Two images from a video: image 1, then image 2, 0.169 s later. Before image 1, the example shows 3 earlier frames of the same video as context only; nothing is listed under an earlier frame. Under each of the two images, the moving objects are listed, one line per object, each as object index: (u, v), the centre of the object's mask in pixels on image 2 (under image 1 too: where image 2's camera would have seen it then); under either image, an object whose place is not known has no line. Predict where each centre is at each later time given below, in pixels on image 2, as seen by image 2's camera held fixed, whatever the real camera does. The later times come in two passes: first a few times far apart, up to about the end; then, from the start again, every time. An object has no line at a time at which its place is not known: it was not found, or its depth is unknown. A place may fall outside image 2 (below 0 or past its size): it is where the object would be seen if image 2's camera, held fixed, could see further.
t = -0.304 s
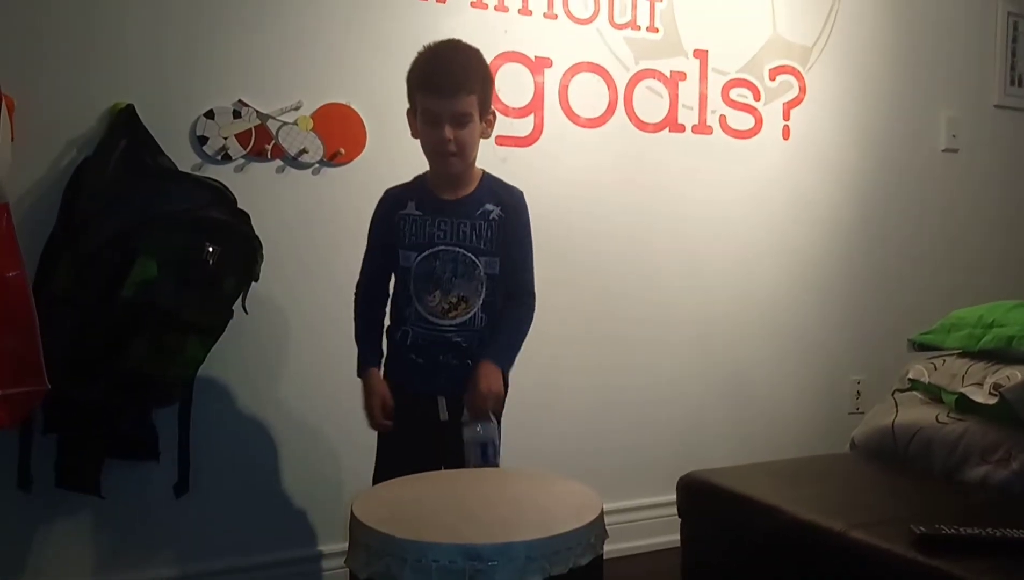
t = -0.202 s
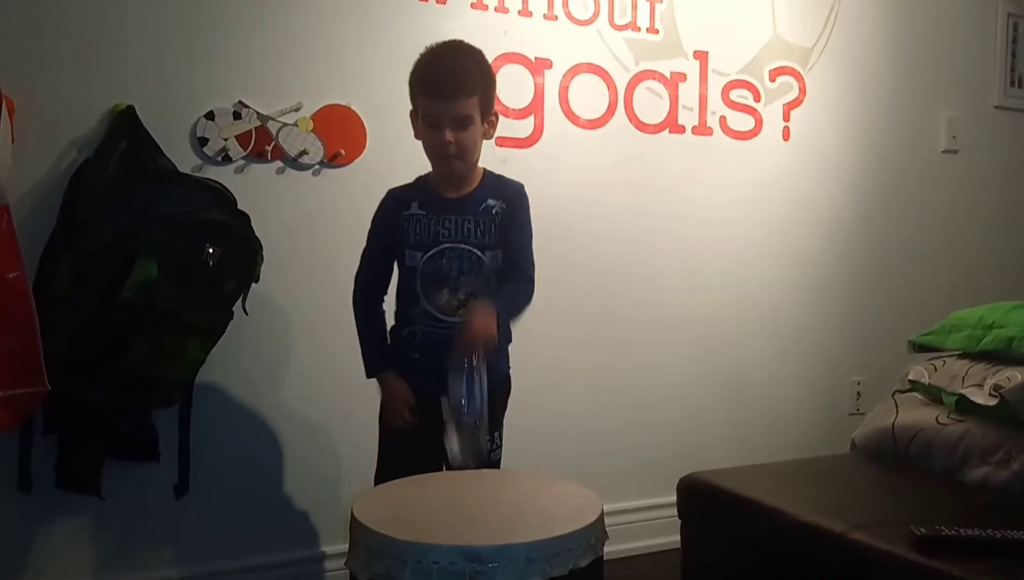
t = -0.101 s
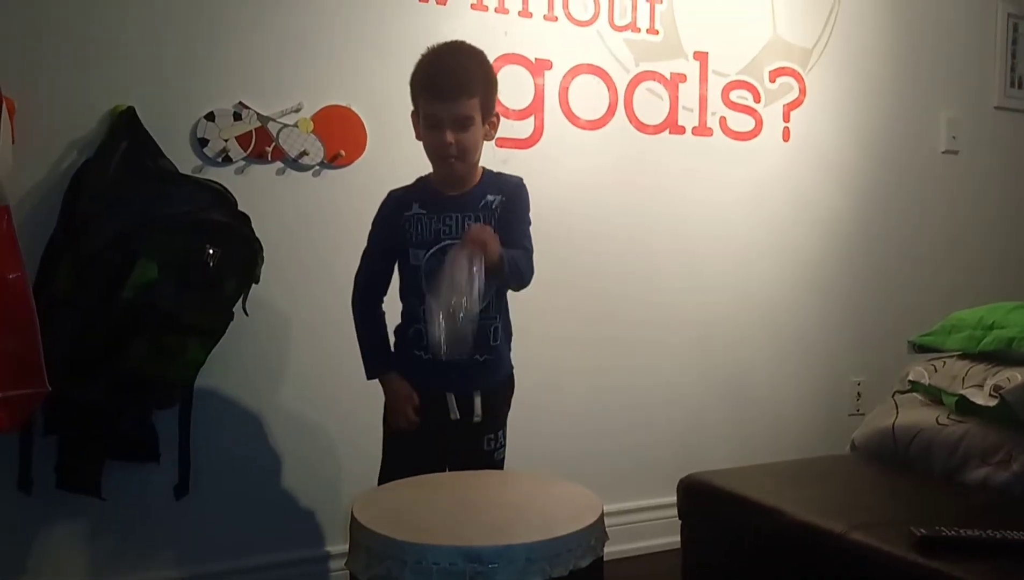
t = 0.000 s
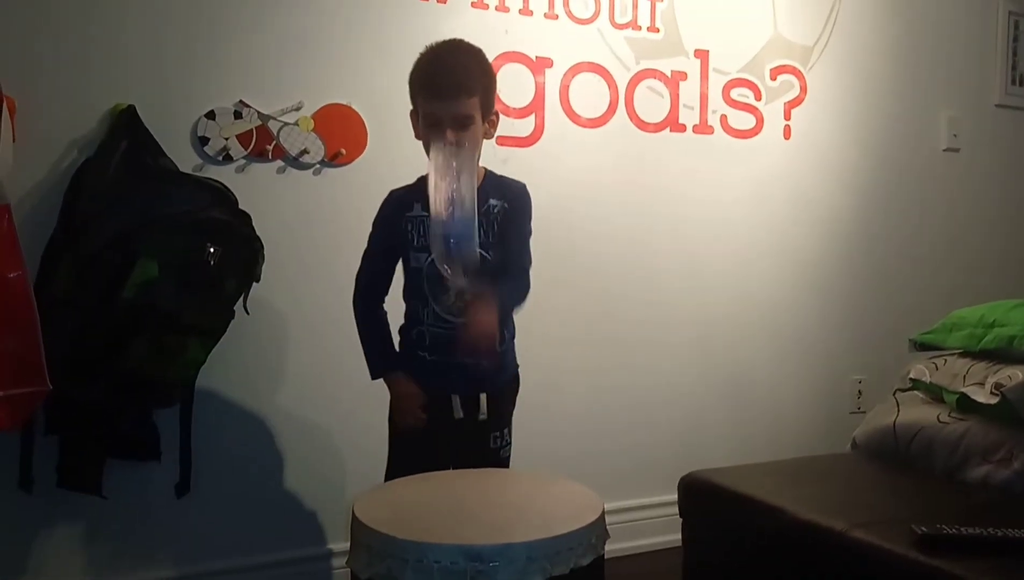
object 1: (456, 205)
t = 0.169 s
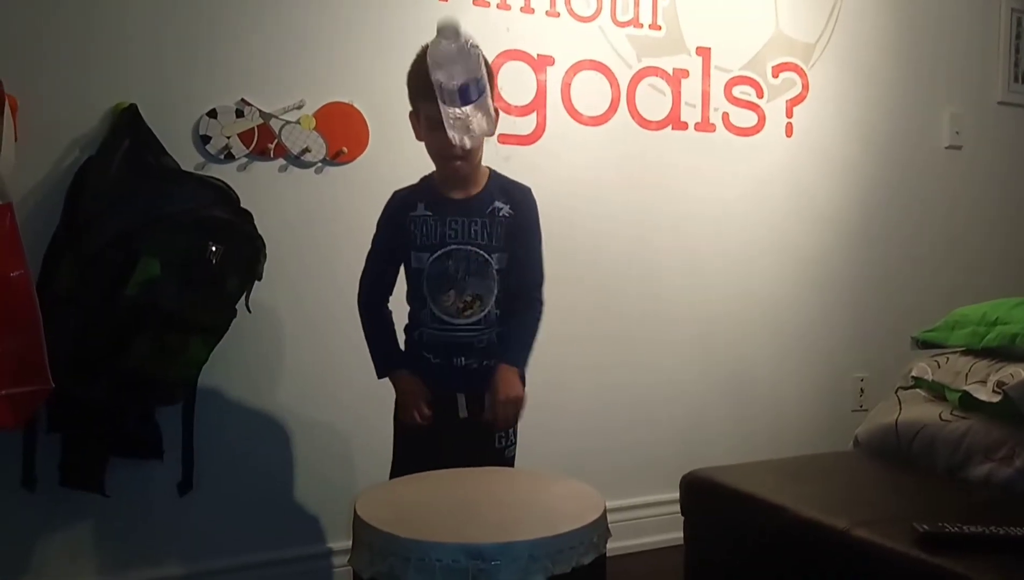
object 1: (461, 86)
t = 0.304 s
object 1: (471, 180)
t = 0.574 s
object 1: (498, 477)
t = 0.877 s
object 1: (545, 482)
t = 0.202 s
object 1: (463, 92)
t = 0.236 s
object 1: (465, 111)
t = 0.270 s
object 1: (469, 139)
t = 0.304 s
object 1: (471, 180)
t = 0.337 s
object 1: (473, 229)
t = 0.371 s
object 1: (478, 308)
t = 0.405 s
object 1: (481, 367)
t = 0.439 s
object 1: (483, 429)
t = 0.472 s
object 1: (487, 434)
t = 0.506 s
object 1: (490, 445)
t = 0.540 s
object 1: (494, 461)
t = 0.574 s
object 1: (498, 477)
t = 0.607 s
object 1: (502, 477)
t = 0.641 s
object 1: (507, 478)
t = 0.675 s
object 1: (513, 478)
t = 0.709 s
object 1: (519, 480)
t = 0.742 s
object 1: (525, 482)
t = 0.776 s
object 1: (530, 482)
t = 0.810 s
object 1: (535, 482)
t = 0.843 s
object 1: (539, 482)
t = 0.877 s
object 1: (545, 482)
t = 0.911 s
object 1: (550, 483)
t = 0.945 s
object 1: (556, 481)
